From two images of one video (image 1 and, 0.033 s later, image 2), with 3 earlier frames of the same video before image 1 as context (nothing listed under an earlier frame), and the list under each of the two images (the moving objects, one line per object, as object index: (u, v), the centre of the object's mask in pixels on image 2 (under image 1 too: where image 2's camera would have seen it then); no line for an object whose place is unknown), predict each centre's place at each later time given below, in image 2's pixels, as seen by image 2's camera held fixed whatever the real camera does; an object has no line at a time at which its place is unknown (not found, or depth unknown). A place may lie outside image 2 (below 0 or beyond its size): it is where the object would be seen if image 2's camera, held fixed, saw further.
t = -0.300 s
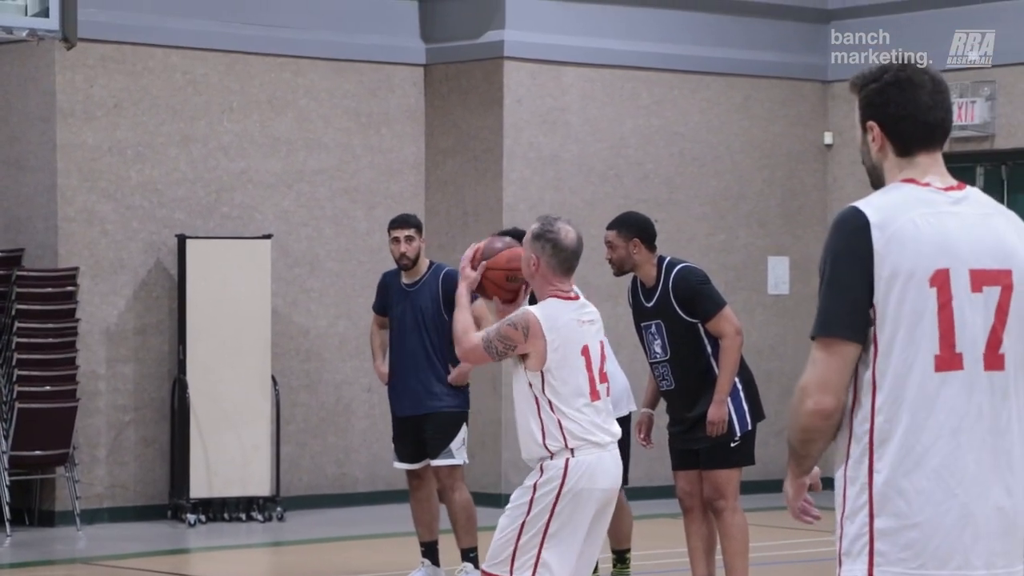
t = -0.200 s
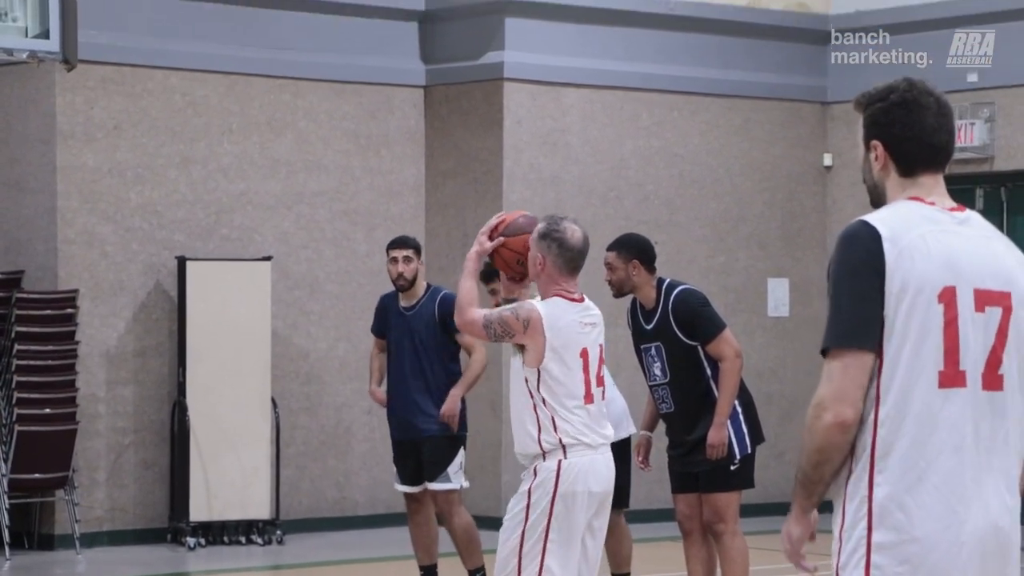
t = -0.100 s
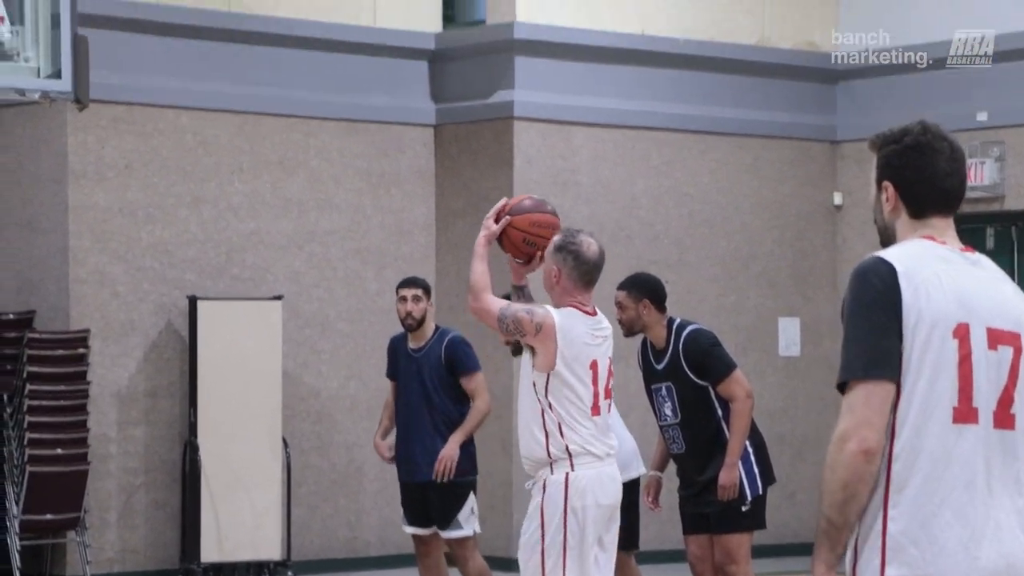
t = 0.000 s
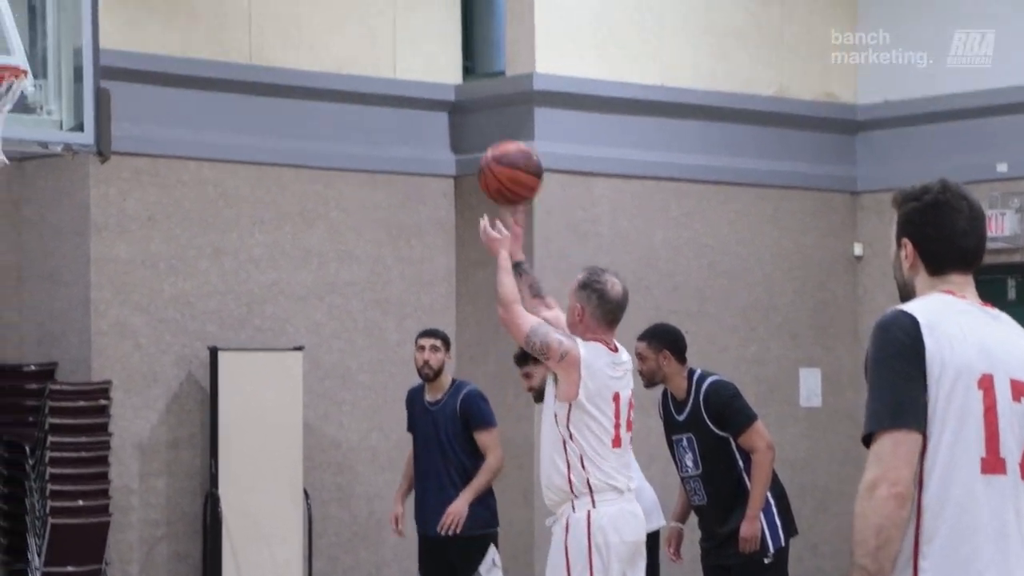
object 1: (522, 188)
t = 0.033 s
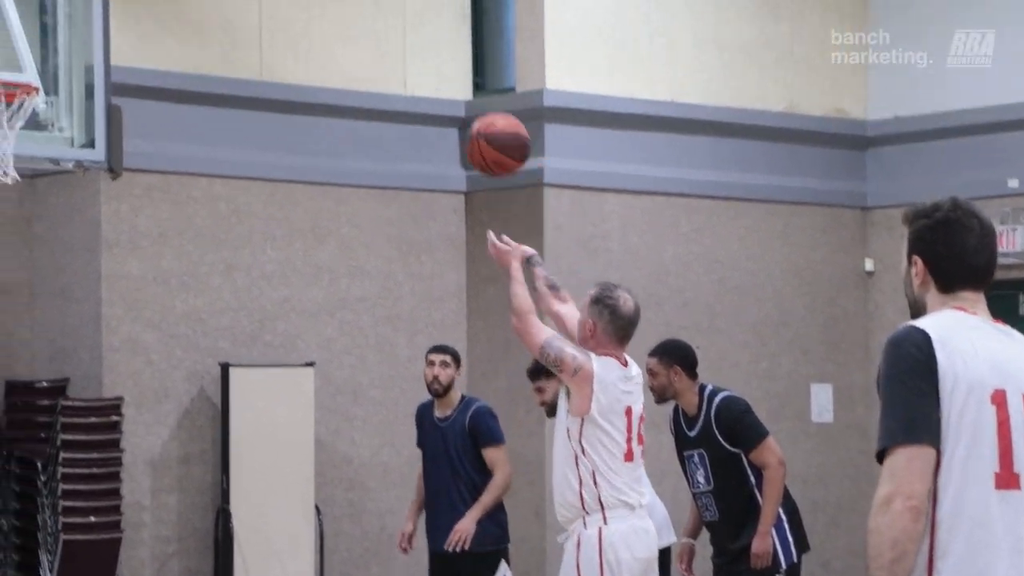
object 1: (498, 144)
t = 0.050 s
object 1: (486, 124)
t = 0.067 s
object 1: (475, 104)
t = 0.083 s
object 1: (464, 85)
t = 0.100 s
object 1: (453, 67)
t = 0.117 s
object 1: (441, 49)
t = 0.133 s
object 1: (430, 33)
